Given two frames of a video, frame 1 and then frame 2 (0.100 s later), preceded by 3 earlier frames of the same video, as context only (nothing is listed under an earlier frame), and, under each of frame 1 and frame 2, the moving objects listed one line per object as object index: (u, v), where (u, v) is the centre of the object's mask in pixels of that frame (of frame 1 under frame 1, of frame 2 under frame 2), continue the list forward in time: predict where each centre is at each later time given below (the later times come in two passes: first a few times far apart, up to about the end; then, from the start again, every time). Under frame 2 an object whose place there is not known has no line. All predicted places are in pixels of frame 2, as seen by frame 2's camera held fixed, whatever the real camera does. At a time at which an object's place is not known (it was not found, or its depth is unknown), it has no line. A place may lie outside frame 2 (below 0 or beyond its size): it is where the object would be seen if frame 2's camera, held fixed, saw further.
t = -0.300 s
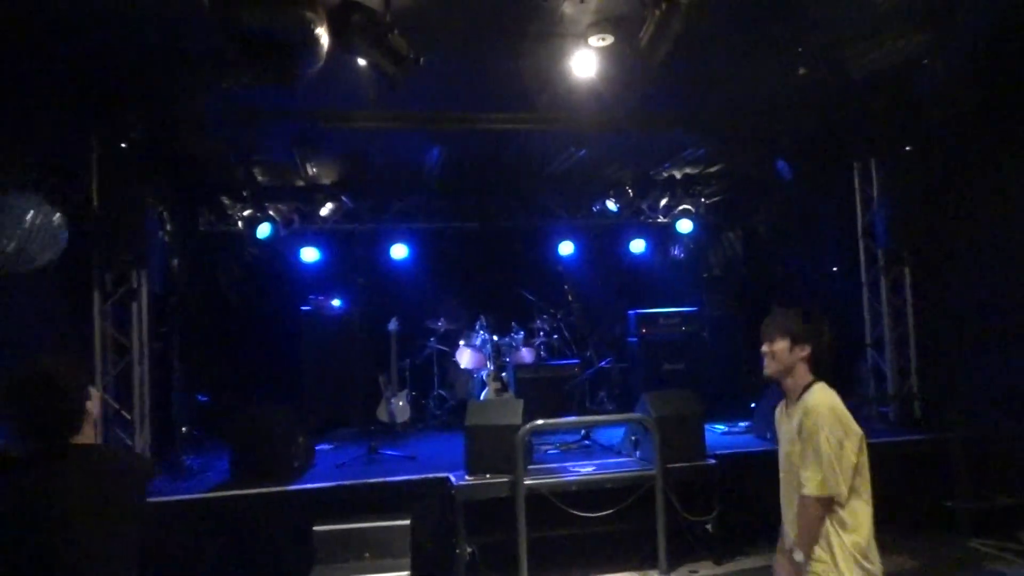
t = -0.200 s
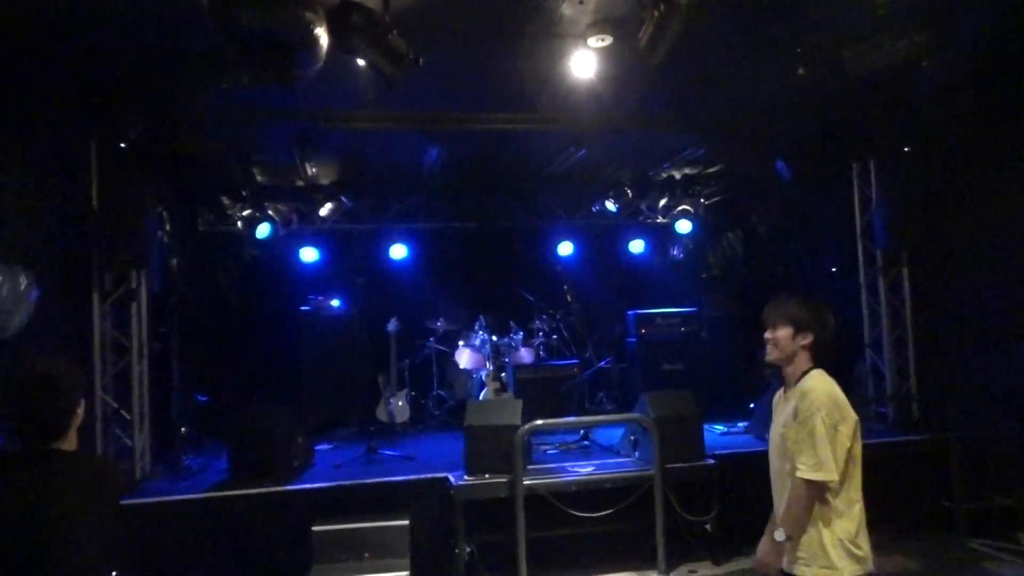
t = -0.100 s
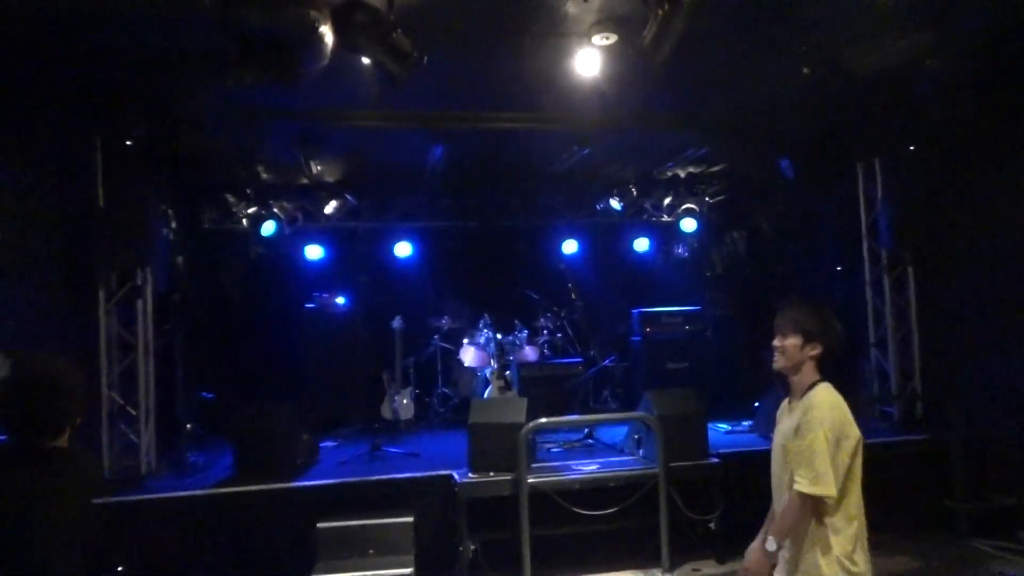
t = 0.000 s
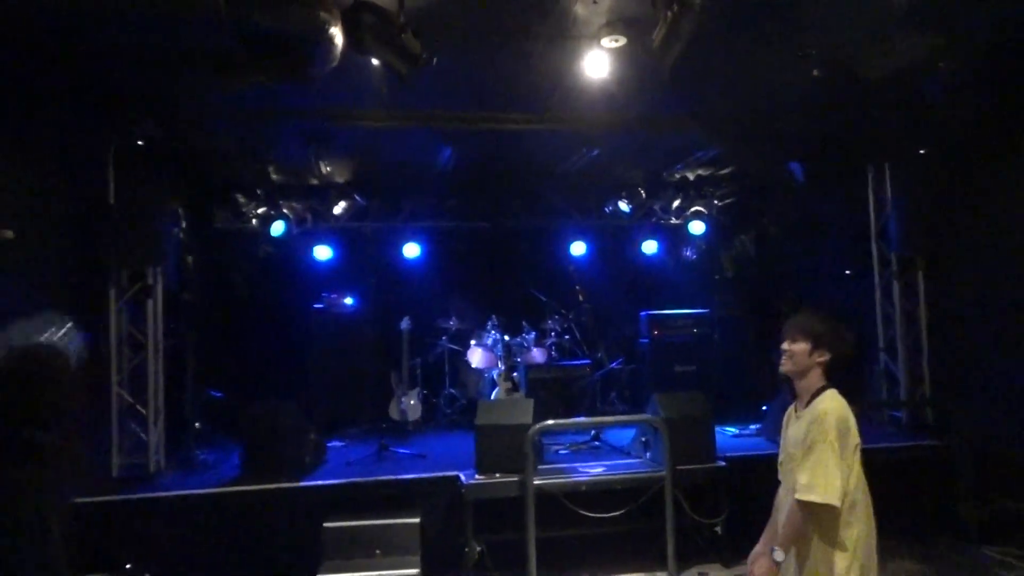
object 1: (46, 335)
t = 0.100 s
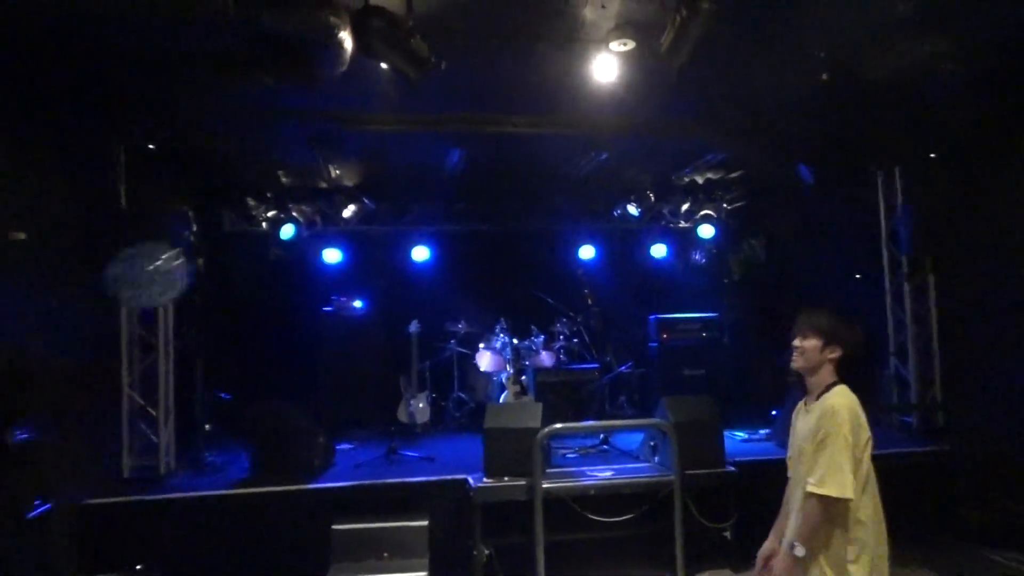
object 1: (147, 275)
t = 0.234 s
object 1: (252, 221)
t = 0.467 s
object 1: (401, 231)
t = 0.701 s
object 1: (511, 336)
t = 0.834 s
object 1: (557, 427)
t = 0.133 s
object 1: (178, 256)
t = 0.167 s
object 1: (204, 242)
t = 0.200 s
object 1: (229, 231)
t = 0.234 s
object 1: (252, 221)
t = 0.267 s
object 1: (278, 215)
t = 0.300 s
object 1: (301, 209)
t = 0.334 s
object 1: (324, 211)
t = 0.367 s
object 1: (345, 213)
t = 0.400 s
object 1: (364, 218)
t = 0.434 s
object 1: (383, 224)
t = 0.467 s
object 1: (401, 231)
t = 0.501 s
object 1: (419, 242)
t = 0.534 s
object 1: (436, 254)
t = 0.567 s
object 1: (454, 267)
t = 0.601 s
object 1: (468, 281)
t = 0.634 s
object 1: (484, 298)
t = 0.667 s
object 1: (498, 316)
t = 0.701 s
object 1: (511, 336)
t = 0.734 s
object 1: (526, 358)
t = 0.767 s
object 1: (535, 379)
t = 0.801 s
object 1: (548, 399)
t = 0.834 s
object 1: (557, 427)
